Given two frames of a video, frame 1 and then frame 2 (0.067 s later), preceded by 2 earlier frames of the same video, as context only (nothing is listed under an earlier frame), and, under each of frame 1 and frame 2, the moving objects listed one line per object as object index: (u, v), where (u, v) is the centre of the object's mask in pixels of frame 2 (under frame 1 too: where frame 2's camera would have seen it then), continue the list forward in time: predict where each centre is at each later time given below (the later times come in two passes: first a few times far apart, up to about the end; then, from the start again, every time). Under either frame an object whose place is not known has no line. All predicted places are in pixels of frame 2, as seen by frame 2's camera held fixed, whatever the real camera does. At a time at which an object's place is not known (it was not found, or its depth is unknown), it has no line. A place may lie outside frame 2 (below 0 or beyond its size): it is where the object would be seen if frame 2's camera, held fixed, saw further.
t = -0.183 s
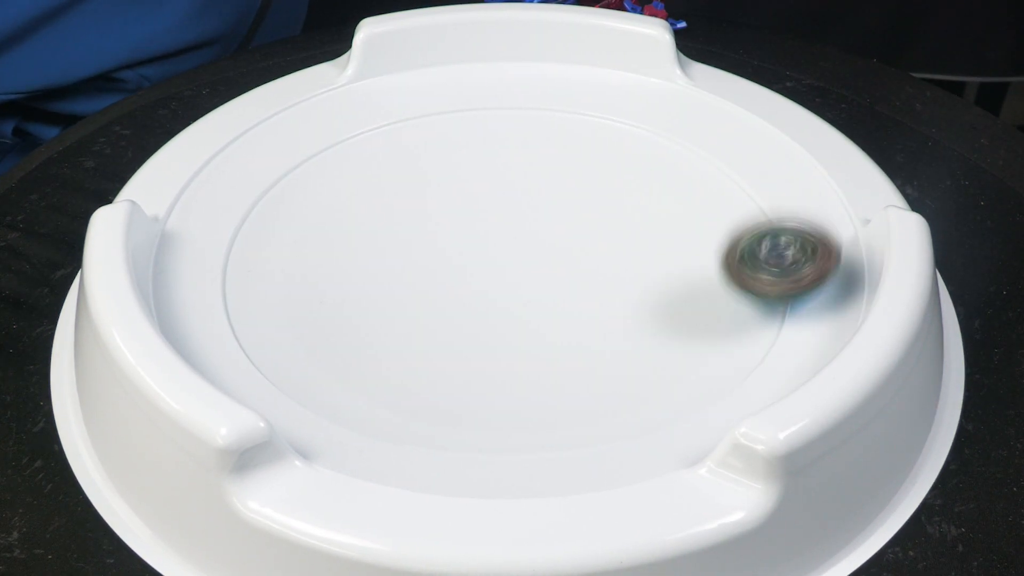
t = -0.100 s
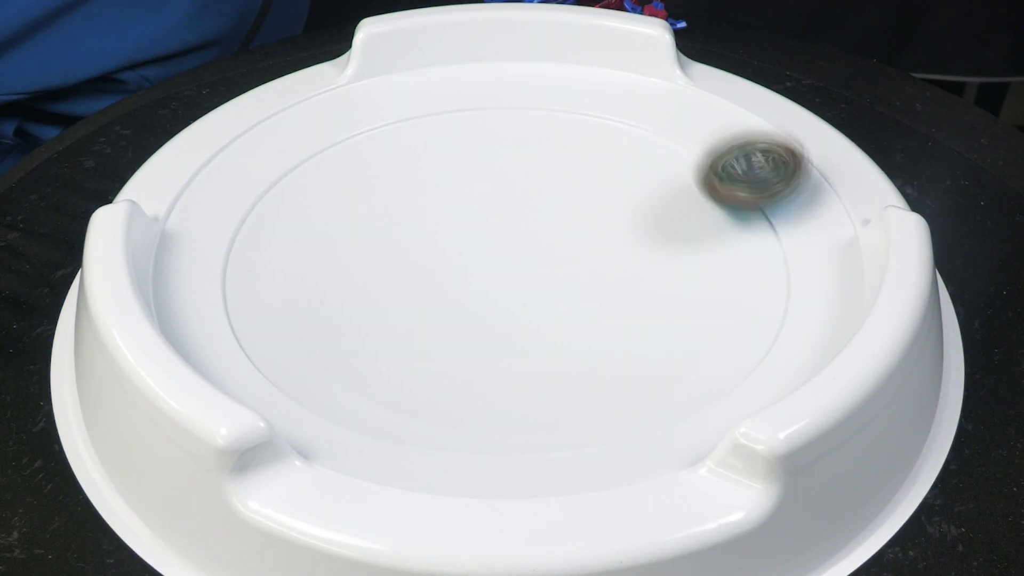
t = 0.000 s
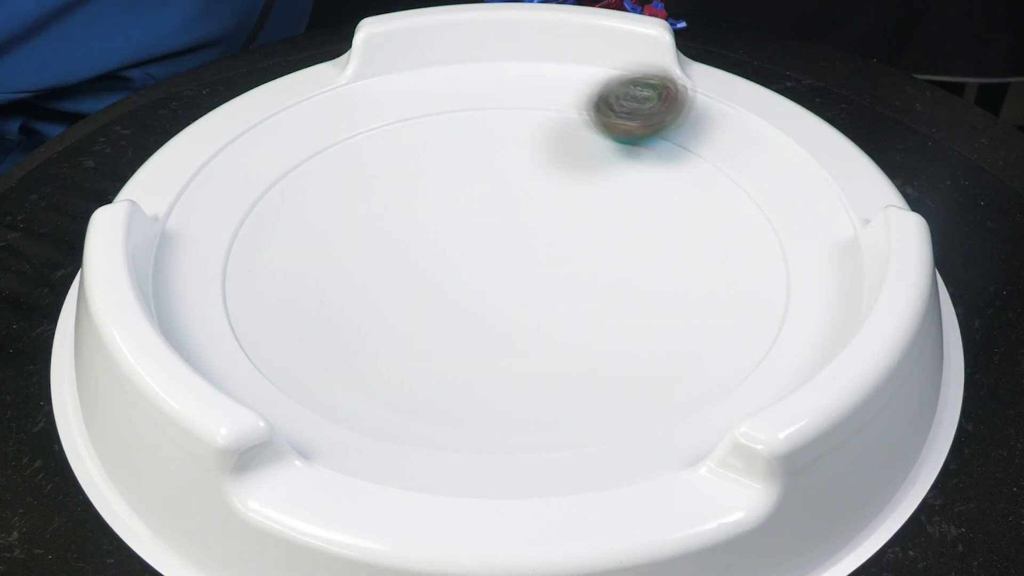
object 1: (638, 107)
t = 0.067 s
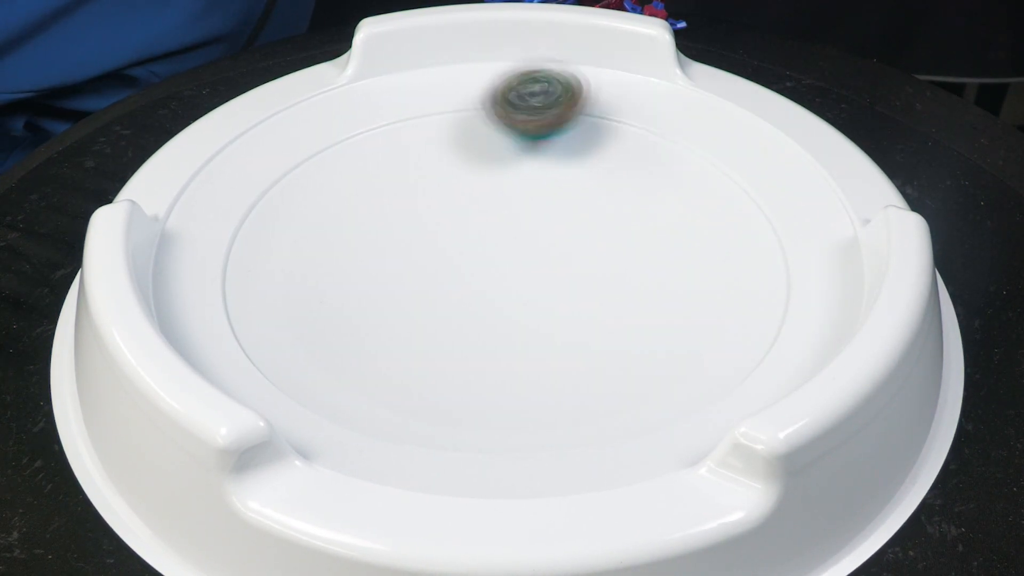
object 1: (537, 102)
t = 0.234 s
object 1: (334, 213)
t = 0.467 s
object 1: (533, 407)
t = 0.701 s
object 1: (751, 221)
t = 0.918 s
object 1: (473, 134)
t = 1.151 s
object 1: (239, 279)
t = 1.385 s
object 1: (579, 383)
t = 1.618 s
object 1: (665, 176)
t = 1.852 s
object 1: (389, 95)
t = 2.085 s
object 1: (296, 285)
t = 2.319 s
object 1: (653, 314)
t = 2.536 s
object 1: (697, 126)
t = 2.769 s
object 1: (421, 121)
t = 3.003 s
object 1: (390, 325)
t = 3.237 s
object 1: (720, 333)
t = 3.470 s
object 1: (686, 163)
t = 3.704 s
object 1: (391, 170)
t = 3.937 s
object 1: (305, 337)
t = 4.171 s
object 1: (613, 361)
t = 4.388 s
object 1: (653, 192)
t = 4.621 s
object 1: (417, 103)
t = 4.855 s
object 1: (281, 240)
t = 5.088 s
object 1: (550, 345)
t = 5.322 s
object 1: (733, 194)
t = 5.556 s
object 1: (551, 103)
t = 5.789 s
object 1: (356, 226)
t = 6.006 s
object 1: (460, 373)
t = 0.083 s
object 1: (512, 106)
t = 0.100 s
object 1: (488, 111)
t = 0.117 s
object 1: (463, 119)
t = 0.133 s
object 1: (441, 128)
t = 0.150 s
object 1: (419, 139)
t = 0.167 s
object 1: (397, 150)
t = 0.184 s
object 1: (378, 165)
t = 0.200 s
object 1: (361, 180)
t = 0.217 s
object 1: (346, 195)
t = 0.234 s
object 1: (334, 213)
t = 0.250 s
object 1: (326, 231)
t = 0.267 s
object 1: (320, 250)
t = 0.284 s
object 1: (319, 268)
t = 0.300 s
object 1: (322, 287)
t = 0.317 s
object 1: (328, 304)
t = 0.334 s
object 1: (337, 321)
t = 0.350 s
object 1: (351, 339)
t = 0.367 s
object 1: (369, 352)
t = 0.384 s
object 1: (389, 366)
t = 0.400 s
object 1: (414, 379)
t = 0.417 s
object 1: (440, 389)
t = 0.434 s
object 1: (469, 398)
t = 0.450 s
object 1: (502, 404)
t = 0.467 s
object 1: (533, 407)
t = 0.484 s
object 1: (568, 405)
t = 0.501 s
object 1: (598, 398)
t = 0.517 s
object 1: (631, 391)
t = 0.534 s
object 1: (661, 377)
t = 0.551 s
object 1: (688, 366)
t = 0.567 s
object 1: (710, 351)
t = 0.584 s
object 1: (732, 335)
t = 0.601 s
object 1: (747, 319)
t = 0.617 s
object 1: (759, 301)
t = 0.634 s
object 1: (766, 284)
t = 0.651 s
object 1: (767, 267)
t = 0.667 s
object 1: (766, 250)
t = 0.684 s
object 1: (759, 235)
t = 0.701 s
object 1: (751, 221)
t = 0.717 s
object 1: (740, 207)
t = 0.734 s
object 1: (726, 194)
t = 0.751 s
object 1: (709, 182)
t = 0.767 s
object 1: (691, 172)
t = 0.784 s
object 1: (671, 164)
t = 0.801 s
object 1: (649, 155)
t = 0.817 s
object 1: (626, 149)
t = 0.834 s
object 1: (601, 143)
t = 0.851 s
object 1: (576, 138)
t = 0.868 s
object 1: (551, 136)
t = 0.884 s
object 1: (526, 134)
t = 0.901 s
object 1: (499, 133)
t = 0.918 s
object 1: (473, 134)
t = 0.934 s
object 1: (447, 137)
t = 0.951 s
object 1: (423, 141)
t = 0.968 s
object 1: (398, 146)
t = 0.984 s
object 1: (374, 152)
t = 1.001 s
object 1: (351, 160)
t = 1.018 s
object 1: (329, 170)
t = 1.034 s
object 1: (310, 179)
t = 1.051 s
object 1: (292, 191)
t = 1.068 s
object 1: (275, 202)
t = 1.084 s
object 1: (261, 217)
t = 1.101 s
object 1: (252, 231)
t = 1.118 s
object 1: (243, 247)
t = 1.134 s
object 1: (239, 262)
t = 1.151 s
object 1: (239, 279)
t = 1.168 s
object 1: (245, 295)
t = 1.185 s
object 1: (259, 313)
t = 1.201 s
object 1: (276, 331)
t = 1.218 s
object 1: (295, 347)
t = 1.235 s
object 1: (317, 361)
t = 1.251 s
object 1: (339, 372)
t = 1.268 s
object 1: (368, 382)
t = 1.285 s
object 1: (399, 392)
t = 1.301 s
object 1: (428, 397)
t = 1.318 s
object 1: (459, 399)
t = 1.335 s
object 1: (491, 398)
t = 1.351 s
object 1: (523, 396)
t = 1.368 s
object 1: (553, 391)
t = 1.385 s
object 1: (579, 383)
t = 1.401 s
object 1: (605, 374)
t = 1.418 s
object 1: (625, 363)
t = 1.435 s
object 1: (648, 348)
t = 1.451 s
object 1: (665, 335)
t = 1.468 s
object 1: (677, 320)
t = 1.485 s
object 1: (688, 305)
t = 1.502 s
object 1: (695, 288)
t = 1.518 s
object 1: (700, 271)
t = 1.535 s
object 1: (700, 254)
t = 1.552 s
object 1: (697, 238)
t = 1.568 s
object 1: (694, 223)
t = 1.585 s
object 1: (686, 206)
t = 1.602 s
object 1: (677, 190)
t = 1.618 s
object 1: (665, 176)
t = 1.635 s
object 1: (652, 163)
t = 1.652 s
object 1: (636, 150)
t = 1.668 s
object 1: (620, 138)
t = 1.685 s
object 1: (601, 127)
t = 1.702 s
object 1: (582, 118)
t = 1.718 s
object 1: (564, 110)
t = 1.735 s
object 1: (543, 101)
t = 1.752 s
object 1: (521, 95)
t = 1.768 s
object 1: (499, 90)
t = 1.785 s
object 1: (477, 86)
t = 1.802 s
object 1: (453, 84)
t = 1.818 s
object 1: (432, 84)
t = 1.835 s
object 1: (411, 88)
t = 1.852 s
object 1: (389, 95)
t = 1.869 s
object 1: (368, 102)
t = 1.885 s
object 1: (347, 110)
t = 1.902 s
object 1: (329, 120)
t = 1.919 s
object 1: (310, 131)
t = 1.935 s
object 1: (295, 143)
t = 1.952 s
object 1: (282, 156)
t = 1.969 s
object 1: (271, 171)
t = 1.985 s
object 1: (264, 186)
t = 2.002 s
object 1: (261, 203)
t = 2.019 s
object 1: (260, 220)
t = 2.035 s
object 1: (265, 239)
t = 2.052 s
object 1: (271, 255)
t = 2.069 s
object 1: (282, 270)
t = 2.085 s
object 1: (296, 285)
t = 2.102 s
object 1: (315, 301)
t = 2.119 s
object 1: (335, 313)
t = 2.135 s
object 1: (358, 326)
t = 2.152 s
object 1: (382, 336)
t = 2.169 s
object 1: (411, 343)
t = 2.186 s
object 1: (438, 349)
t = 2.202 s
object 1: (466, 353)
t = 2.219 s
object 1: (496, 354)
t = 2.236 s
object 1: (526, 352)
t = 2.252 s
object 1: (555, 349)
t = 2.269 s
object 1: (581, 344)
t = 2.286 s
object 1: (606, 335)
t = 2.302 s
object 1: (631, 325)
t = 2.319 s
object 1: (653, 314)
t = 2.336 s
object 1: (672, 302)
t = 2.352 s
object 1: (687, 287)
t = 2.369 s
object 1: (703, 273)
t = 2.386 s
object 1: (714, 257)
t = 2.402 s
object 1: (722, 241)
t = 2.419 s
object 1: (727, 225)
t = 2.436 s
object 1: (730, 209)
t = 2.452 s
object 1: (731, 192)
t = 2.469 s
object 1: (728, 178)
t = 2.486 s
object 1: (725, 165)
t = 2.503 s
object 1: (718, 150)
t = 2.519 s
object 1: (708, 137)
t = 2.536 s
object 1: (697, 126)
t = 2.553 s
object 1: (682, 116)
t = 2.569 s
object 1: (665, 107)
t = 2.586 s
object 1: (642, 102)
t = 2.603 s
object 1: (623, 96)
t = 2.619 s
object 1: (601, 91)
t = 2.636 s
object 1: (580, 88)
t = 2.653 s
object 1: (558, 86)
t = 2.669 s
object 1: (538, 86)
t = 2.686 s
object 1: (517, 88)
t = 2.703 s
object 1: (495, 92)
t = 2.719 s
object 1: (475, 97)
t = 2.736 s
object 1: (456, 103)
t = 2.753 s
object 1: (437, 112)
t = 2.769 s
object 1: (421, 121)
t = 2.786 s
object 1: (405, 131)
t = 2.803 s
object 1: (390, 144)
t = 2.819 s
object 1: (376, 158)
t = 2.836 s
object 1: (365, 172)
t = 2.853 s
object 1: (355, 187)
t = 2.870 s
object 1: (347, 203)
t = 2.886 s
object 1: (342, 218)
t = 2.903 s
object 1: (341, 235)
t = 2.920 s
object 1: (341, 250)
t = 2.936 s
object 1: (346, 268)
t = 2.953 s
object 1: (352, 284)
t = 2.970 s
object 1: (361, 298)
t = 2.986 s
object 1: (373, 313)
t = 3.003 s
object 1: (390, 325)
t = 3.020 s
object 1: (407, 338)
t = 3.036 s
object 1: (426, 348)
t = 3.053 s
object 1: (448, 358)
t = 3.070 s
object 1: (472, 364)
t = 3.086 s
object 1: (497, 368)
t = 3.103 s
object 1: (525, 373)
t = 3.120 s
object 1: (553, 375)
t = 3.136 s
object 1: (580, 374)
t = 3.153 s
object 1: (606, 371)
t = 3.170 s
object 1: (633, 366)
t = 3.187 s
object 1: (657, 361)
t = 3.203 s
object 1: (680, 353)
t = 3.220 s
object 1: (702, 343)
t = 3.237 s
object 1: (720, 333)
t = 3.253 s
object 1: (736, 321)
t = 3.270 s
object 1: (750, 308)
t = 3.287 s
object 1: (761, 295)
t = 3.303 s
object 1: (767, 280)
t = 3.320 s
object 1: (772, 265)
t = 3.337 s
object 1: (773, 250)
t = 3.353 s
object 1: (770, 237)
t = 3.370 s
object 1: (765, 223)
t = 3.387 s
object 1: (757, 210)
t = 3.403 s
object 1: (746, 199)
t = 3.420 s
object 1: (733, 189)
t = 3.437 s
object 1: (719, 178)
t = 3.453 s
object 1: (703, 170)
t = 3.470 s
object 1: (686, 163)
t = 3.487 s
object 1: (669, 157)
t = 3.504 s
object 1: (648, 152)
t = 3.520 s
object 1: (627, 148)
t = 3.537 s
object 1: (606, 144)
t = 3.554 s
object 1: (584, 141)
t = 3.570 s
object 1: (560, 141)
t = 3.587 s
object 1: (538, 141)
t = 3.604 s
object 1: (516, 141)
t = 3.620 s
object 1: (493, 143)
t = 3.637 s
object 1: (471, 146)
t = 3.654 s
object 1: (450, 151)
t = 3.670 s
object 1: (430, 157)
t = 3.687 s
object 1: (410, 162)
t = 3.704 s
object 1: (391, 170)
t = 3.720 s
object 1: (372, 178)
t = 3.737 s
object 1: (355, 187)
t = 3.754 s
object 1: (338, 197)
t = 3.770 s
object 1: (324, 207)
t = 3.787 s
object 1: (311, 218)
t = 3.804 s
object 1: (301, 231)
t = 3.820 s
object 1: (293, 244)
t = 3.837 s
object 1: (287, 258)
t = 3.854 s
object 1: (284, 271)
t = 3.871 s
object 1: (283, 283)
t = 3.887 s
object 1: (283, 297)
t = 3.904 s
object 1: (288, 311)
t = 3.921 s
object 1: (294, 323)
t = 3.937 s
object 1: (305, 337)
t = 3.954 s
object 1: (319, 348)
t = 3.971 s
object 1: (336, 358)
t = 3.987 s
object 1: (356, 370)
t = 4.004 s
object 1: (377, 378)
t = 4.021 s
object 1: (400, 384)
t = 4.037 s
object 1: (426, 389)
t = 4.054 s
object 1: (450, 392)
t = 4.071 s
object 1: (476, 392)
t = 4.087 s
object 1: (503, 391)
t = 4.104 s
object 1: (527, 390)
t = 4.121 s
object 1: (549, 384)
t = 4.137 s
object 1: (573, 378)
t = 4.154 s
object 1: (594, 371)
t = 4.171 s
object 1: (613, 361)
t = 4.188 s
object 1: (630, 350)
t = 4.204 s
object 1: (645, 339)
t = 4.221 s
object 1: (658, 326)
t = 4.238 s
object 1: (668, 312)
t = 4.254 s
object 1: (675, 300)
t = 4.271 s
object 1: (680, 286)
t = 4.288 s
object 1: (683, 271)
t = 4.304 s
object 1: (682, 258)
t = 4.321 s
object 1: (680, 243)
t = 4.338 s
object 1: (676, 230)
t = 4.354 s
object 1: (670, 217)
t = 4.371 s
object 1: (663, 204)
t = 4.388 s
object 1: (653, 192)
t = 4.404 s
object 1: (642, 180)
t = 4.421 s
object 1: (629, 168)
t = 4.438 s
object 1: (615, 157)
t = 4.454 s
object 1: (600, 148)
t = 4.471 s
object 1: (585, 139)
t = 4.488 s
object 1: (566, 131)
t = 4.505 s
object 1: (548, 124)
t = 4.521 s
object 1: (531, 117)
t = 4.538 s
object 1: (511, 113)
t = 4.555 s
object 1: (492, 109)
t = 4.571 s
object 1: (473, 105)
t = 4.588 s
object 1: (454, 103)
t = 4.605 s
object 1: (435, 103)
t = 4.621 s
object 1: (417, 103)
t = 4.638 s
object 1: (399, 106)
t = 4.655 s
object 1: (380, 108)
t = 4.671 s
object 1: (362, 114)
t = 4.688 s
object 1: (345, 120)
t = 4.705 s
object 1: (330, 127)
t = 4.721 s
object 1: (315, 136)
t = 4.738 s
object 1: (302, 146)
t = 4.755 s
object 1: (292, 156)
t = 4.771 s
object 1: (283, 170)
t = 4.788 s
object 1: (278, 184)
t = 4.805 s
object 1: (275, 196)
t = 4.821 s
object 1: (274, 212)
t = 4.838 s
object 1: (276, 226)
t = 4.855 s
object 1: (281, 240)
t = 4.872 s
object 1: (289, 254)
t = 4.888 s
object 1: (299, 269)
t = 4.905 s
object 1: (311, 282)
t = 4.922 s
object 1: (325, 295)
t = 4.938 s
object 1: (342, 306)
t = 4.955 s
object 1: (362, 317)
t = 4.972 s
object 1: (383, 326)
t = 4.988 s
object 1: (405, 334)
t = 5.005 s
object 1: (429, 340)
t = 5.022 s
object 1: (452, 345)
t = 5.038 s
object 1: (476, 347)
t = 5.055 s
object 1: (502, 348)
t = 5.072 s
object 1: (526, 348)
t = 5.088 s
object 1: (550, 345)
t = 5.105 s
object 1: (576, 339)
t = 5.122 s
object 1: (598, 335)
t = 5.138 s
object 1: (619, 328)
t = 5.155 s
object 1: (640, 318)
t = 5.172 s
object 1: (657, 309)
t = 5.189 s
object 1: (674, 298)
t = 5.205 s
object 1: (688, 286)
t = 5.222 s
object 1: (701, 274)
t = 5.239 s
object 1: (712, 261)
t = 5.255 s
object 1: (720, 248)
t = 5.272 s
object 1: (726, 234)
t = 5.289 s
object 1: (731, 220)
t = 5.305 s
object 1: (732, 207)
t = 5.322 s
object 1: (733, 194)
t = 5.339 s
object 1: (730, 181)
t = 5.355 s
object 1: (727, 170)
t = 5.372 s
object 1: (720, 159)
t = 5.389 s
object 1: (711, 148)
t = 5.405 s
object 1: (700, 138)
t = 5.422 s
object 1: (688, 129)
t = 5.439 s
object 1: (675, 121)
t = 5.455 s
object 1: (660, 114)
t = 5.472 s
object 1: (641, 110)
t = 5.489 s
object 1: (626, 106)
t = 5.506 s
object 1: (607, 103)
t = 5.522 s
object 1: (588, 101)
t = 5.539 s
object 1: (570, 101)
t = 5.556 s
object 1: (551, 103)
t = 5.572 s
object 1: (534, 105)
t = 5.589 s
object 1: (516, 109)
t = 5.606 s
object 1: (497, 114)
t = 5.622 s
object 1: (480, 119)
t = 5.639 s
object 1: (463, 127)
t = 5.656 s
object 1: (446, 135)
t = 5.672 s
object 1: (430, 144)
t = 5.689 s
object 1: (416, 153)
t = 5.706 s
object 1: (403, 164)
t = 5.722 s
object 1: (391, 175)
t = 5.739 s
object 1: (379, 186)
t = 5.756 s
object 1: (370, 199)
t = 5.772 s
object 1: (362, 212)
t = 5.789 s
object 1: (356, 226)
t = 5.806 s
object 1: (351, 239)
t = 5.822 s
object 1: (348, 253)
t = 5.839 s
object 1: (348, 265)
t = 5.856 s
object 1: (350, 280)
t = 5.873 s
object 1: (354, 292)
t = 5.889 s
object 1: (360, 304)
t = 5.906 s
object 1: (369, 317)
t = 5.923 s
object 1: (378, 329)
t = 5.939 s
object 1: (391, 340)
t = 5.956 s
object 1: (406, 349)
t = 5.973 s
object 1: (421, 357)
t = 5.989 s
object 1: (440, 366)
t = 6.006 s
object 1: (460, 373)
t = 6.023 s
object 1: (482, 378)
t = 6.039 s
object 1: (503, 381)
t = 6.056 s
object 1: (526, 383)
